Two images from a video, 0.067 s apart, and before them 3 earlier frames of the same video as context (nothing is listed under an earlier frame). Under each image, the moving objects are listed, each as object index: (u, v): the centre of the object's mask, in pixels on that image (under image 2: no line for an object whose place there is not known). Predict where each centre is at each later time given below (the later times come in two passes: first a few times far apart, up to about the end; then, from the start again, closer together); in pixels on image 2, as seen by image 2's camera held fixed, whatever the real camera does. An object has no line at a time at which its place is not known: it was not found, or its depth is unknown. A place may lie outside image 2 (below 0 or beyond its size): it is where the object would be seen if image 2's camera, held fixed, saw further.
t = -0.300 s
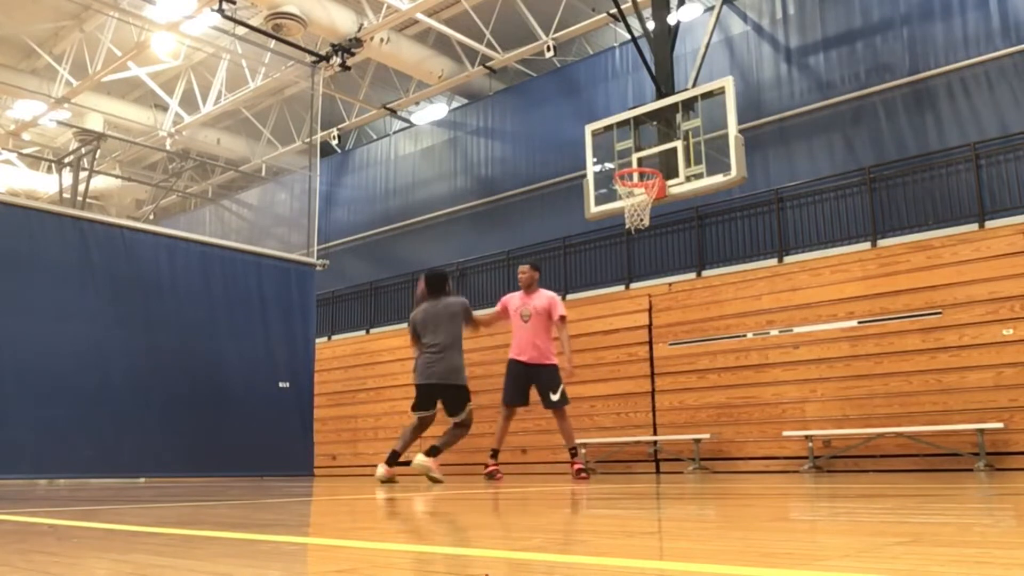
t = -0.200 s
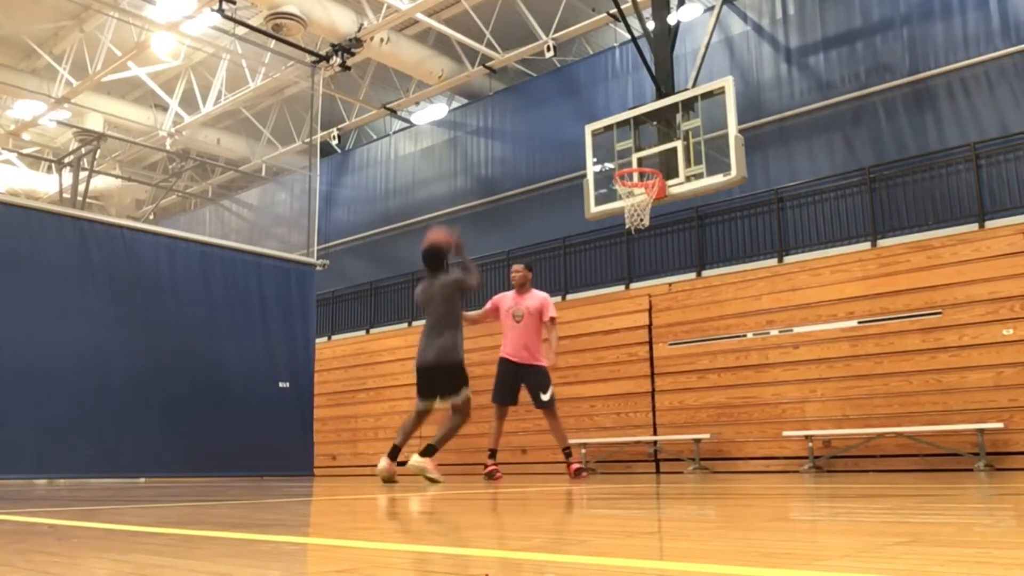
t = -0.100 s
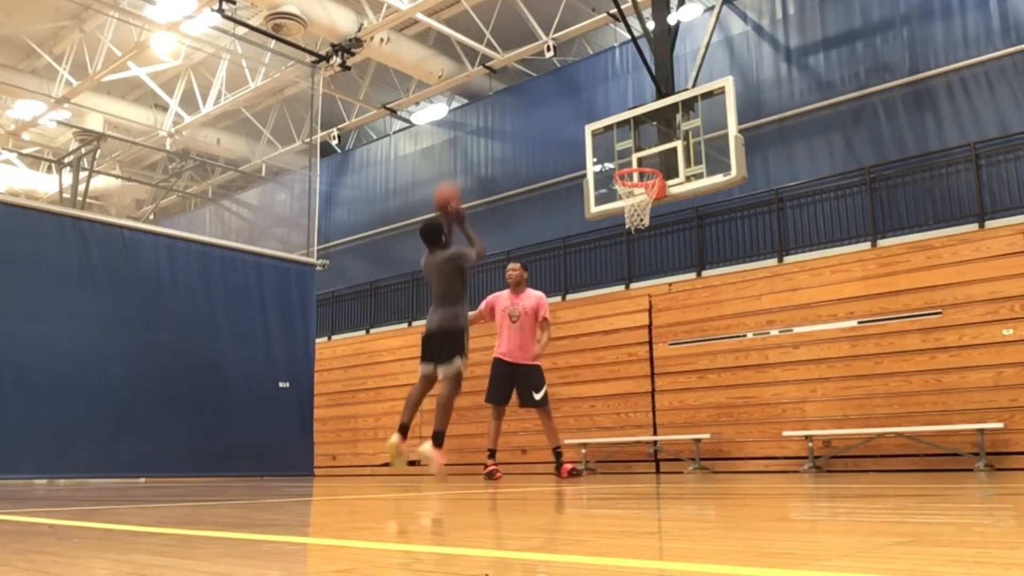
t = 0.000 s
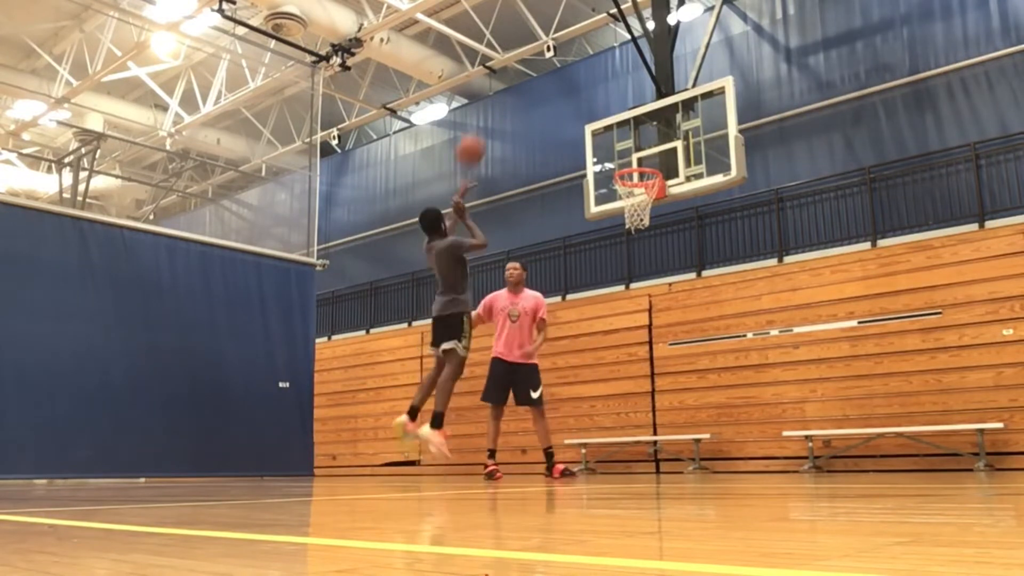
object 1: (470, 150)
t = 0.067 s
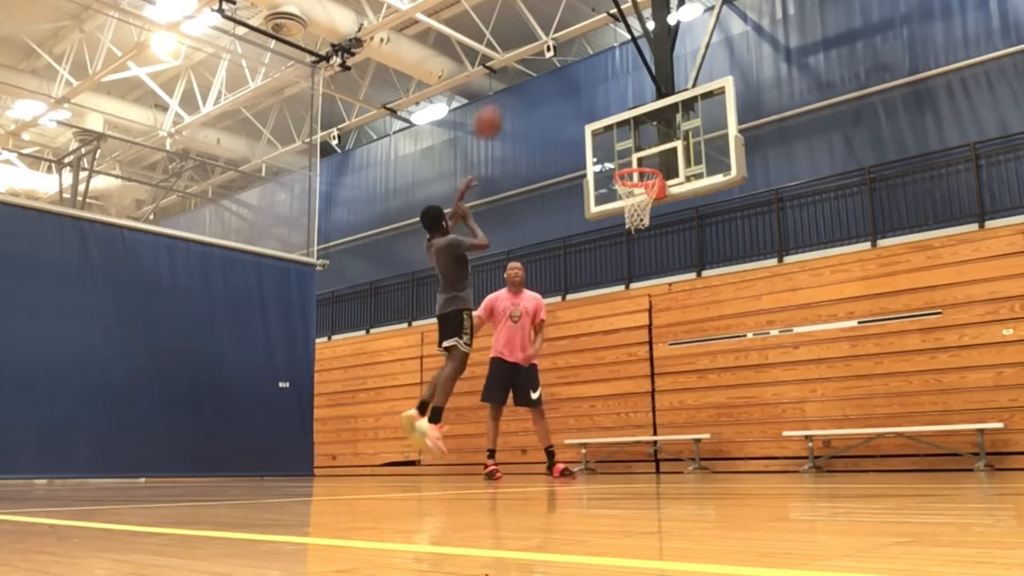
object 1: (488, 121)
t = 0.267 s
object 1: (535, 77)
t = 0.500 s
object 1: (584, 78)
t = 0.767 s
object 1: (635, 136)
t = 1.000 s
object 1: (617, 145)
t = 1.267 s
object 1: (550, 142)
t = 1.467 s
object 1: (500, 181)
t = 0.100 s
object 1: (497, 111)
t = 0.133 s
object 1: (505, 102)
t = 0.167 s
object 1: (513, 94)
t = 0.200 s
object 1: (520, 87)
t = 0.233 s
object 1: (528, 82)
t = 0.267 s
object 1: (535, 77)
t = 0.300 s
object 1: (542, 74)
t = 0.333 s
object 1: (550, 72)
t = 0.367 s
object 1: (558, 71)
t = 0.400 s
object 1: (564, 72)
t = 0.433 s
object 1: (571, 73)
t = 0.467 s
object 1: (578, 75)
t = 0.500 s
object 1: (584, 78)
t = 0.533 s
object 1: (591, 82)
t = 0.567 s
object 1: (597, 87)
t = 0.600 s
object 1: (603, 93)
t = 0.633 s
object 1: (610, 99)
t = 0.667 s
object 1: (616, 107)
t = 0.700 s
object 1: (623, 116)
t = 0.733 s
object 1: (629, 127)
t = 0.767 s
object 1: (635, 136)
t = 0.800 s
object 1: (641, 146)
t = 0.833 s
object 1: (648, 160)
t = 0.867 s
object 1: (652, 163)
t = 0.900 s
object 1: (642, 159)
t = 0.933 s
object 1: (635, 155)
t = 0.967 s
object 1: (625, 149)
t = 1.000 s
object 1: (617, 145)
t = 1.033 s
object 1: (608, 141)
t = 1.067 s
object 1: (601, 139)
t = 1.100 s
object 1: (592, 138)
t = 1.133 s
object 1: (583, 135)
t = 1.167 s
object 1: (573, 136)
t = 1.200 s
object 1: (566, 137)
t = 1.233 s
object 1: (558, 139)
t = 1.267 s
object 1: (550, 142)
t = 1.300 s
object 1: (541, 146)
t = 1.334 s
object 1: (533, 152)
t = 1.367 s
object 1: (524, 158)
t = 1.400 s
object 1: (516, 164)
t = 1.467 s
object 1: (500, 181)
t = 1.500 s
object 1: (491, 192)
